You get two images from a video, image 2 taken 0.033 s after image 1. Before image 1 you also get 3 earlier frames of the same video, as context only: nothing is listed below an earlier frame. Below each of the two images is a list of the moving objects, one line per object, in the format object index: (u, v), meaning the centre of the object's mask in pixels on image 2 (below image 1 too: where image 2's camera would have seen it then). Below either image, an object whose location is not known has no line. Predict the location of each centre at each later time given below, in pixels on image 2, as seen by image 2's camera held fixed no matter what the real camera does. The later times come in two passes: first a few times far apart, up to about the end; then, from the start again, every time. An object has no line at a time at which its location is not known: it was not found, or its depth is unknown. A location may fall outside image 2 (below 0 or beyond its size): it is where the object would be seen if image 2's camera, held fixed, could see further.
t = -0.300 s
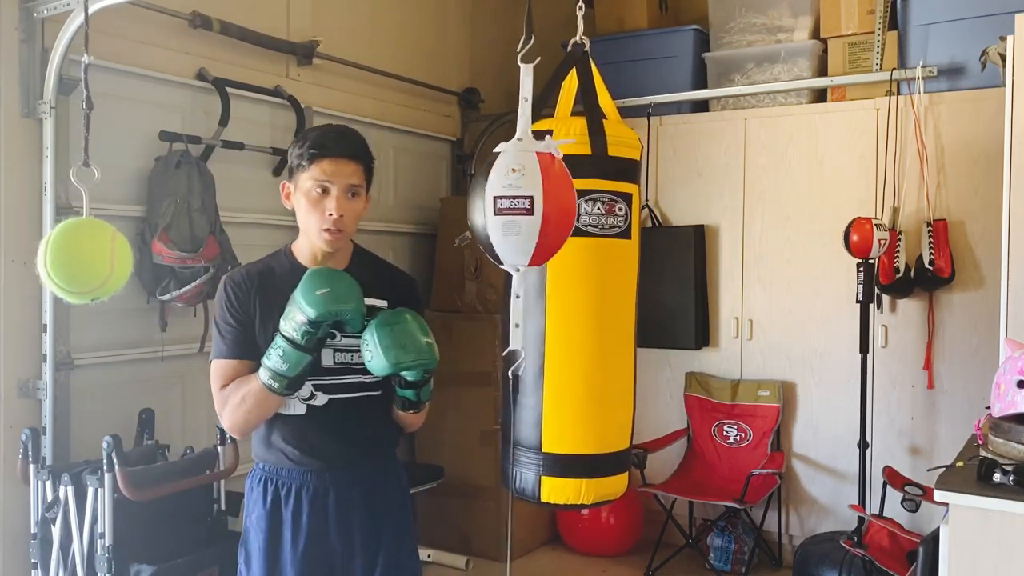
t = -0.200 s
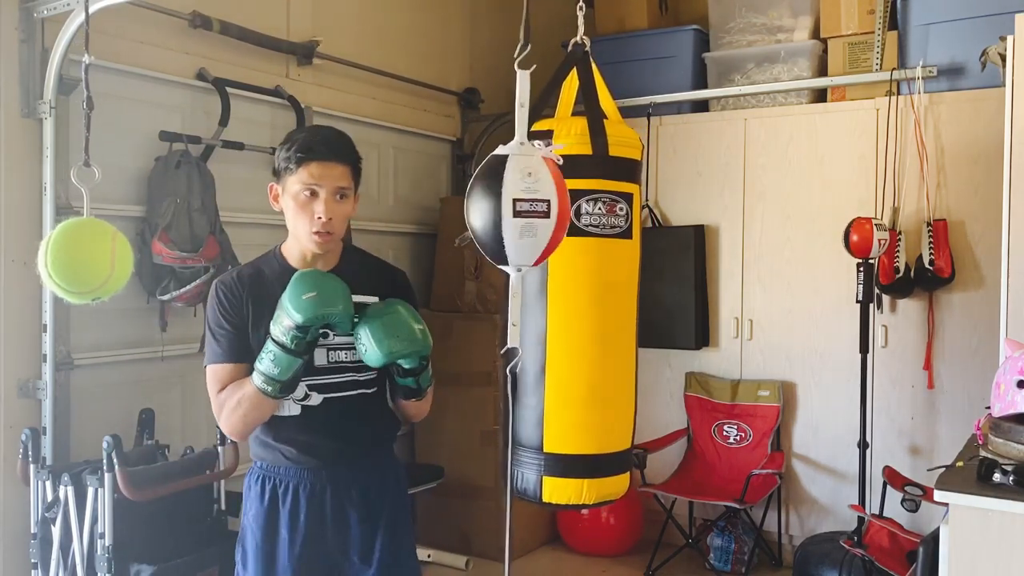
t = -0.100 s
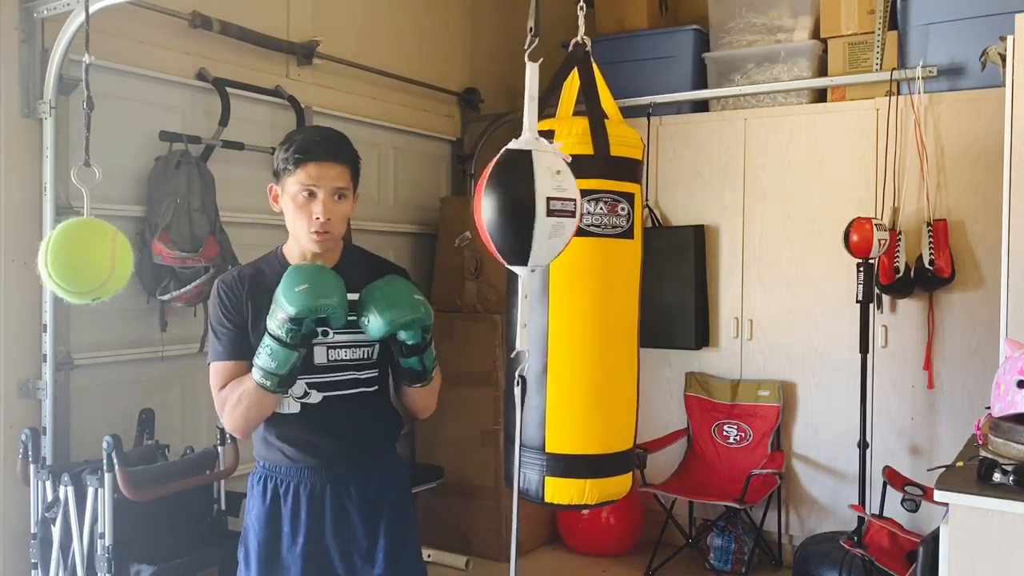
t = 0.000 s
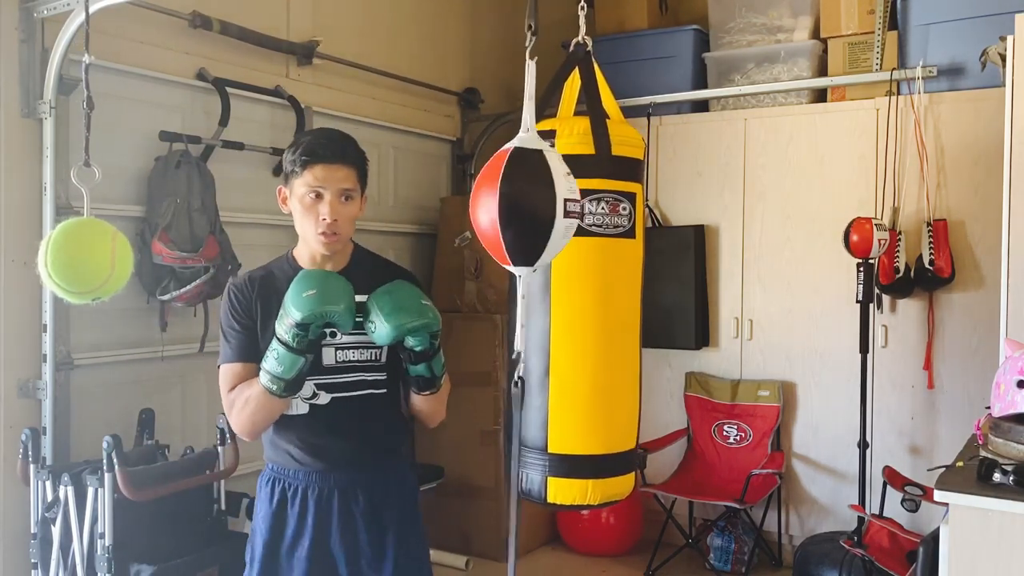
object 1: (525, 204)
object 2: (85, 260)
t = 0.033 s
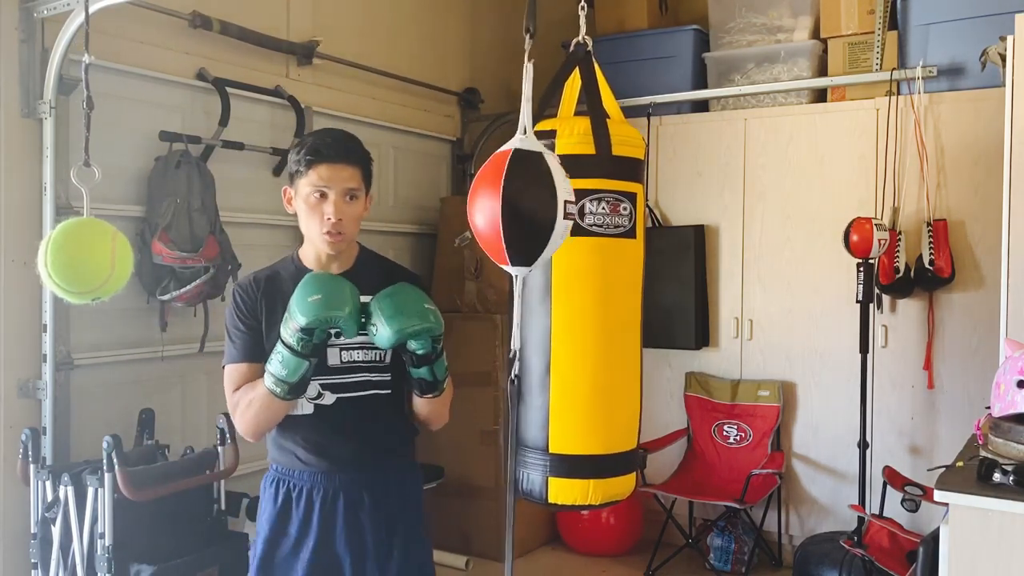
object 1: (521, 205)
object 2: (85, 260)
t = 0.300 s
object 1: (526, 203)
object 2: (82, 260)
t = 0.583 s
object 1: (529, 202)
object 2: (77, 260)
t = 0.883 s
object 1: (525, 203)
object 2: (72, 260)
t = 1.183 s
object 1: (522, 204)
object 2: (71, 260)
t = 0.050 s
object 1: (519, 205)
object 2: (85, 260)
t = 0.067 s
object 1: (518, 205)
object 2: (84, 260)
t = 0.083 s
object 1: (517, 206)
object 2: (84, 260)
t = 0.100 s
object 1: (517, 206)
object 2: (84, 260)
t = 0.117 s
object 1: (517, 207)
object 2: (84, 260)
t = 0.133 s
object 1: (517, 206)
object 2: (84, 260)
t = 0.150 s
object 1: (518, 207)
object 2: (84, 260)
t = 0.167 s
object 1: (520, 207)
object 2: (84, 260)
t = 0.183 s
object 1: (522, 206)
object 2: (84, 260)
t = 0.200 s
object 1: (523, 205)
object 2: (83, 260)
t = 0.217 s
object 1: (525, 204)
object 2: (83, 260)
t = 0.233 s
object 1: (527, 204)
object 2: (83, 260)
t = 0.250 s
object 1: (528, 204)
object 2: (83, 260)
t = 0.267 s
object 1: (528, 203)
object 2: (82, 260)
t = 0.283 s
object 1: (527, 203)
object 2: (82, 260)
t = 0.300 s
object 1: (526, 203)
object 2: (82, 260)
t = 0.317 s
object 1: (525, 203)
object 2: (82, 260)
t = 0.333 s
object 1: (523, 203)
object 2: (81, 260)
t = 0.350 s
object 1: (522, 204)
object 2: (81, 260)
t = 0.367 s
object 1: (520, 204)
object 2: (81, 260)
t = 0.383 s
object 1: (519, 204)
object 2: (81, 260)
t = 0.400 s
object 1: (517, 205)
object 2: (80, 260)
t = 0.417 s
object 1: (517, 206)
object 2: (80, 260)
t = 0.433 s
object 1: (517, 206)
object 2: (80, 260)
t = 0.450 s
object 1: (517, 206)
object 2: (79, 260)
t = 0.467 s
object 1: (518, 206)
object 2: (79, 260)
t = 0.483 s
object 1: (519, 205)
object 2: (79, 260)
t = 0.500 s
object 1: (521, 205)
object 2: (79, 260)
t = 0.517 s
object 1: (523, 204)
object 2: (78, 260)
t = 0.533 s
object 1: (526, 204)
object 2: (78, 260)
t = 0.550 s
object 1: (528, 203)
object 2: (78, 260)
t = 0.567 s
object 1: (528, 203)
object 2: (77, 260)
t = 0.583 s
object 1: (529, 202)
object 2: (77, 260)
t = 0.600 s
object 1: (528, 202)
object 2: (77, 260)
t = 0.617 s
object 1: (528, 202)
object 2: (76, 260)
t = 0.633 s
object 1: (527, 202)
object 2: (76, 260)
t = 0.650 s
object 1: (526, 202)
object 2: (76, 260)
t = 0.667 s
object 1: (525, 202)
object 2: (75, 260)
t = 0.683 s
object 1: (523, 203)
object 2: (75, 260)
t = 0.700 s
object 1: (520, 203)
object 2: (75, 260)
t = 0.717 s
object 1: (519, 203)
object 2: (75, 260)
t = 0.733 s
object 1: (518, 204)
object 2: (74, 260)
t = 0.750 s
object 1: (516, 204)
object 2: (74, 260)
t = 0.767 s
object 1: (516, 204)
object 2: (74, 260)
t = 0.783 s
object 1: (517, 205)
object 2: (74, 260)
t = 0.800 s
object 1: (517, 205)
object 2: (74, 260)
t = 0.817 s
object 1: (518, 205)
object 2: (73, 260)
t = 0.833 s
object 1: (520, 205)
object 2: (73, 260)
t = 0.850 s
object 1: (521, 204)
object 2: (73, 260)
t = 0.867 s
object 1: (523, 203)
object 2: (72, 260)
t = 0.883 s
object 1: (525, 203)
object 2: (72, 260)
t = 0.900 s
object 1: (527, 203)
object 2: (72, 260)
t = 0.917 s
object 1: (527, 202)
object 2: (72, 260)
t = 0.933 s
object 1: (527, 202)
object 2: (71, 260)
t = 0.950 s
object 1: (528, 202)
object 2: (71, 260)
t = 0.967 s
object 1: (527, 202)
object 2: (71, 260)
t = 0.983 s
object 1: (526, 202)
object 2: (71, 260)
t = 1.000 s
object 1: (524, 201)
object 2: (71, 260)
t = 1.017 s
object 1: (521, 201)
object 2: (71, 260)
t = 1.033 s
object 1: (520, 202)
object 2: (71, 260)
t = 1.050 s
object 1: (519, 202)
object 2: (71, 260)
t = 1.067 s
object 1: (517, 203)
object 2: (70, 260)
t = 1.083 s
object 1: (517, 203)
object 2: (71, 260)
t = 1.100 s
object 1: (517, 204)
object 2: (71, 260)
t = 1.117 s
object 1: (517, 204)
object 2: (71, 260)
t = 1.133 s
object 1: (517, 204)
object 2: (70, 260)
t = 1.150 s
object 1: (518, 205)
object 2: (70, 260)
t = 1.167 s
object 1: (521, 205)
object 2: (71, 260)
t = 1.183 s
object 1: (522, 204)
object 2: (71, 260)
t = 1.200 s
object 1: (523, 204)
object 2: (70, 260)
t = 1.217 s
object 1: (525, 204)
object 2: (70, 260)
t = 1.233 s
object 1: (527, 204)
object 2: (71, 260)
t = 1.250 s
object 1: (528, 204)
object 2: (71, 260)
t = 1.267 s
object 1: (528, 203)
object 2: (71, 260)
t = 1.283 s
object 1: (528, 203)
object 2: (71, 260)
